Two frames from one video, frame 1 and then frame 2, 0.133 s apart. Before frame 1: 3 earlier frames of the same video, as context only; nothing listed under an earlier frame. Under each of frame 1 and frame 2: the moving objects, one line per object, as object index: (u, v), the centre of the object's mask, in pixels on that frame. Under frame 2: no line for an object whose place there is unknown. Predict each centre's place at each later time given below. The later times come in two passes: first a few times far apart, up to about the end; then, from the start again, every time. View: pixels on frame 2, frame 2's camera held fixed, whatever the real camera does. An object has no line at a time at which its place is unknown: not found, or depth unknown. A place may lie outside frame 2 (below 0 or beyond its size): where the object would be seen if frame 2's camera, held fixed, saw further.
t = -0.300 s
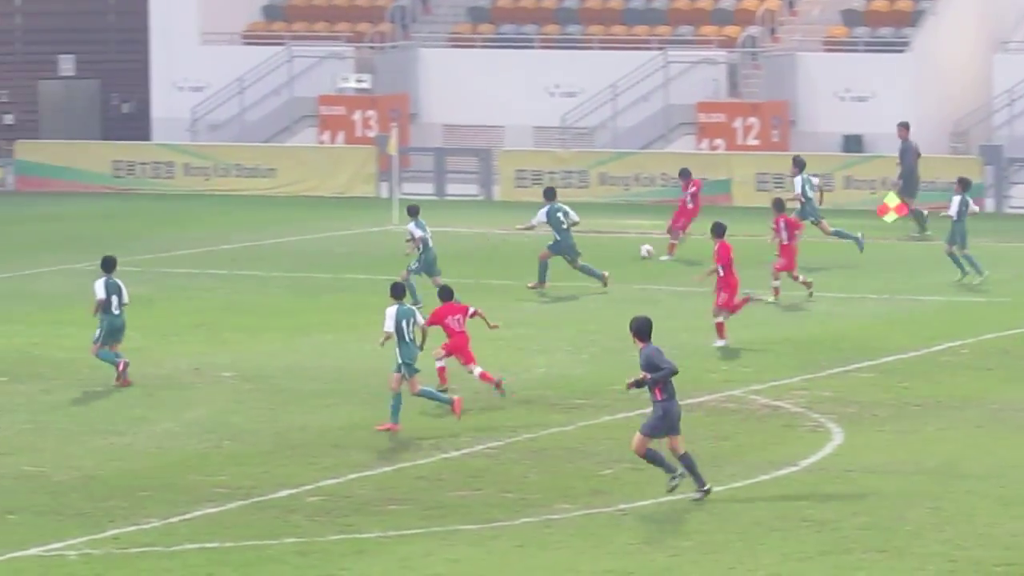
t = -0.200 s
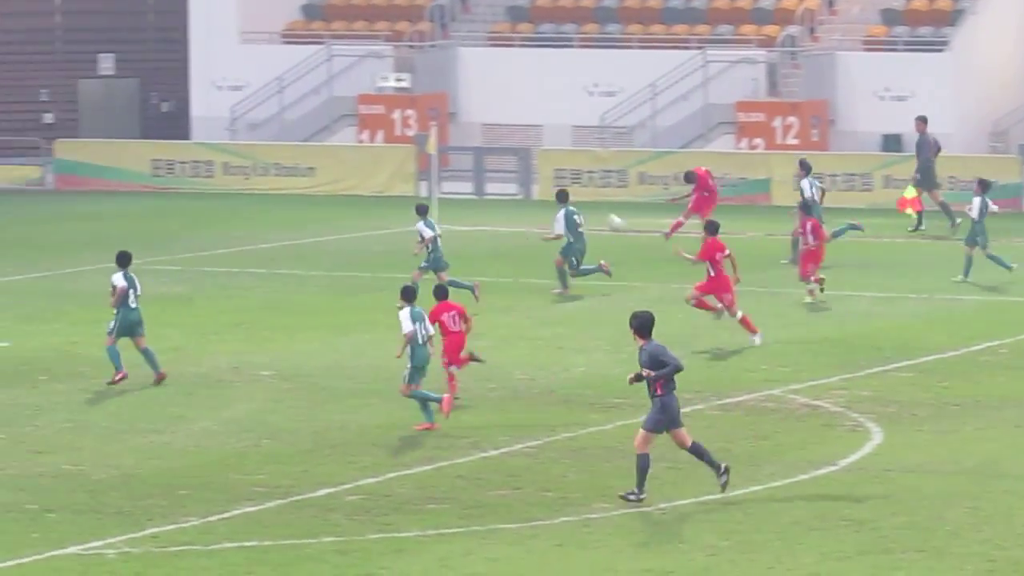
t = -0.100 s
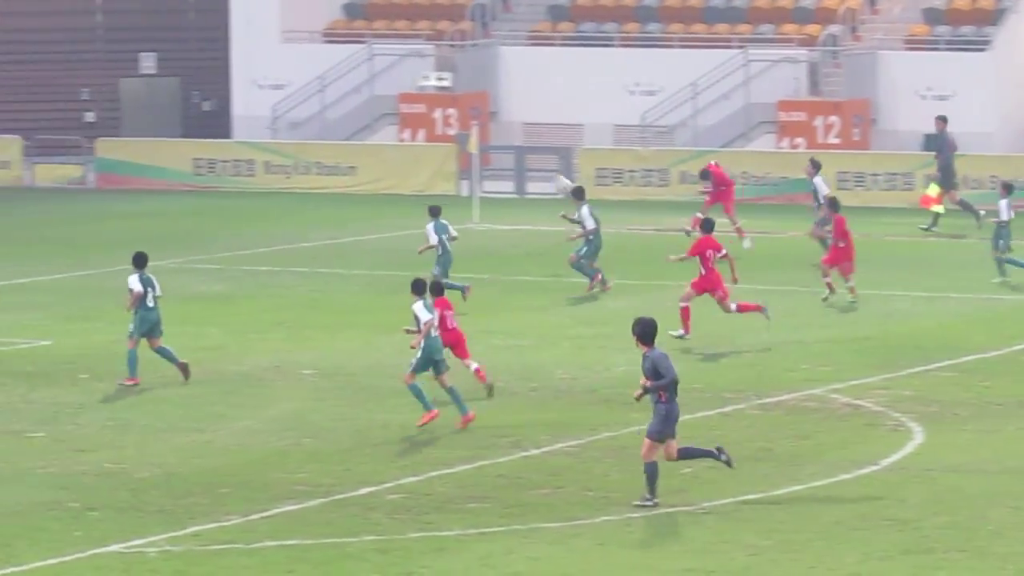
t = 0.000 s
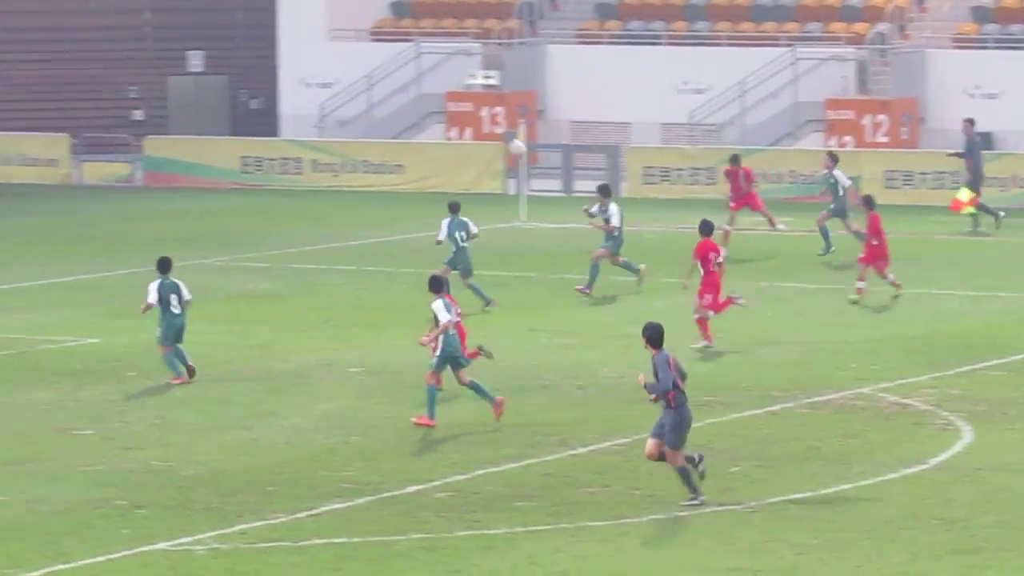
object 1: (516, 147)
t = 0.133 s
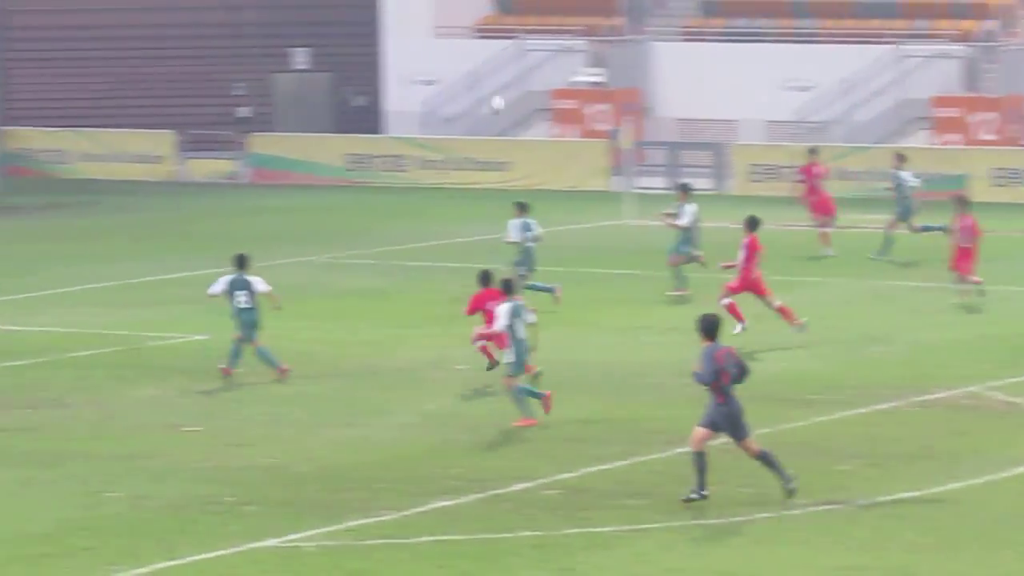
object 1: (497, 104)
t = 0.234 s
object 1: (405, 78)
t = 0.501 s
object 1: (150, 24)
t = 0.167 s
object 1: (466, 95)
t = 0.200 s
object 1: (434, 87)
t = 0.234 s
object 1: (405, 78)
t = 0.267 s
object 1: (373, 70)
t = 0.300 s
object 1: (341, 61)
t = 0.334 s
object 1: (309, 54)
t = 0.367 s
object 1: (278, 46)
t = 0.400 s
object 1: (246, 40)
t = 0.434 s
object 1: (214, 34)
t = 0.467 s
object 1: (183, 29)
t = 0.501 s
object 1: (150, 24)
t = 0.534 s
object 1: (118, 19)
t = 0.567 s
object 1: (85, 16)
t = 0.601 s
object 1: (53, 13)
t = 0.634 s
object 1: (20, 10)
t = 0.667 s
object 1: (-14, 7)
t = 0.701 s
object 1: (-48, 7)
